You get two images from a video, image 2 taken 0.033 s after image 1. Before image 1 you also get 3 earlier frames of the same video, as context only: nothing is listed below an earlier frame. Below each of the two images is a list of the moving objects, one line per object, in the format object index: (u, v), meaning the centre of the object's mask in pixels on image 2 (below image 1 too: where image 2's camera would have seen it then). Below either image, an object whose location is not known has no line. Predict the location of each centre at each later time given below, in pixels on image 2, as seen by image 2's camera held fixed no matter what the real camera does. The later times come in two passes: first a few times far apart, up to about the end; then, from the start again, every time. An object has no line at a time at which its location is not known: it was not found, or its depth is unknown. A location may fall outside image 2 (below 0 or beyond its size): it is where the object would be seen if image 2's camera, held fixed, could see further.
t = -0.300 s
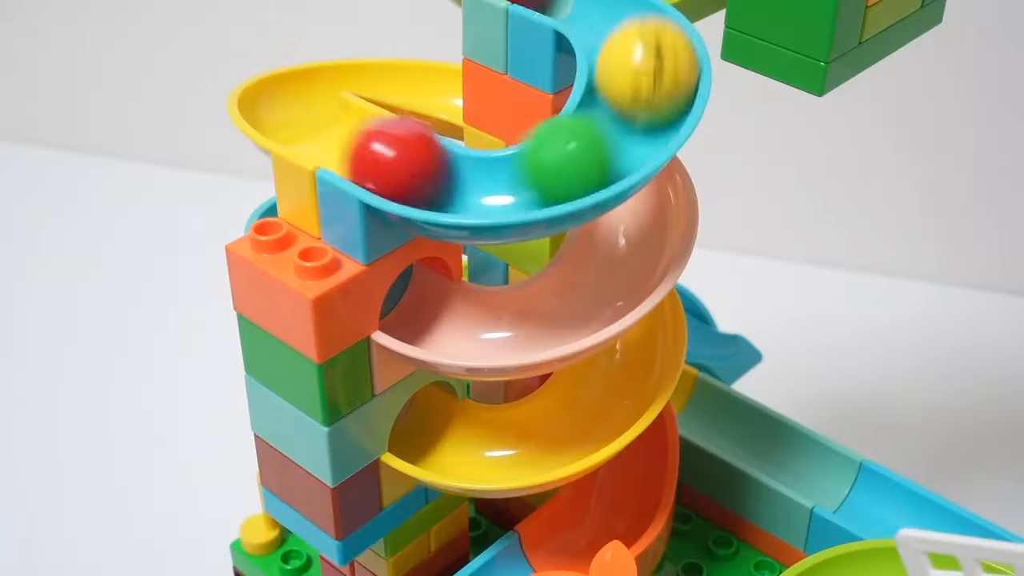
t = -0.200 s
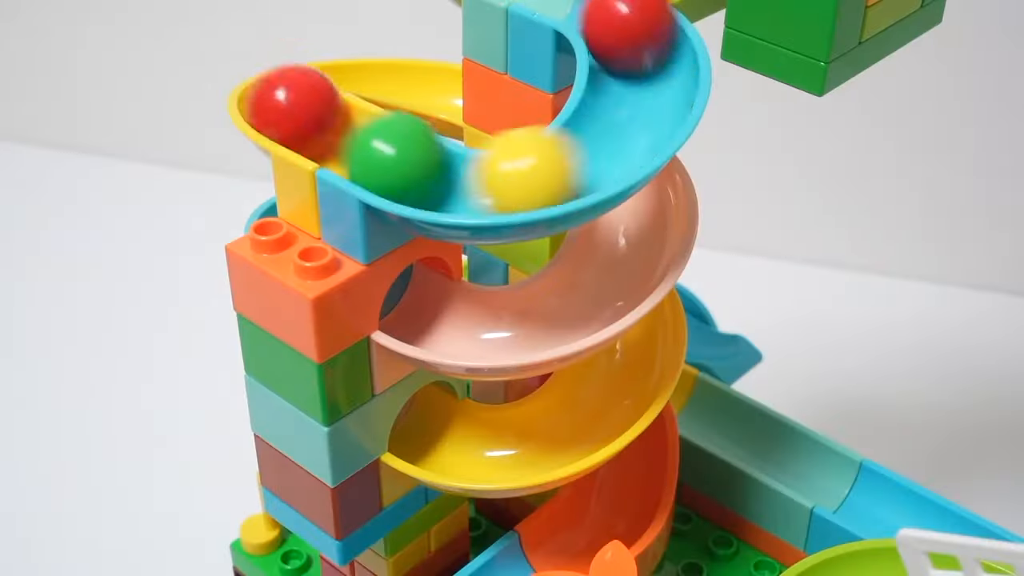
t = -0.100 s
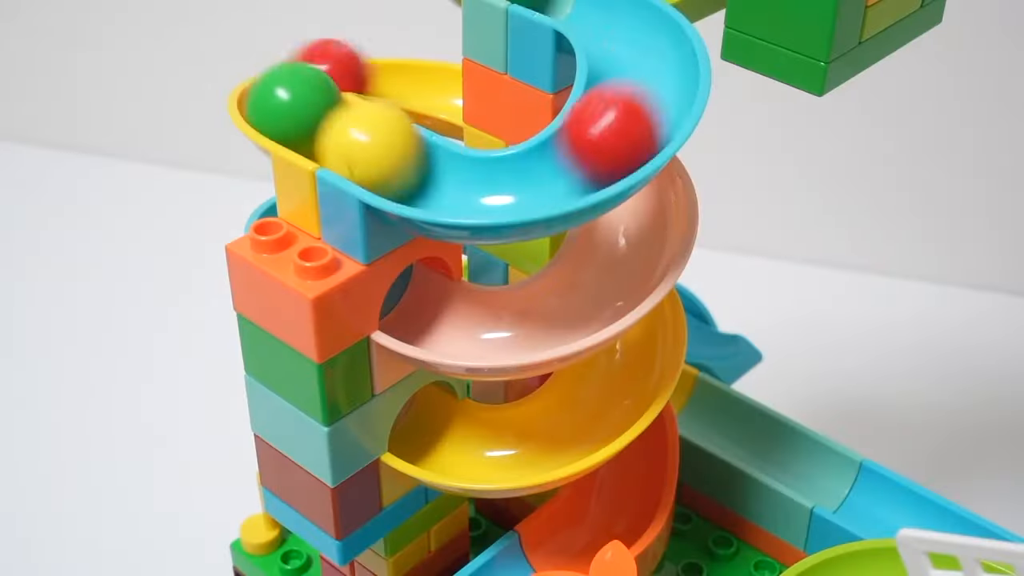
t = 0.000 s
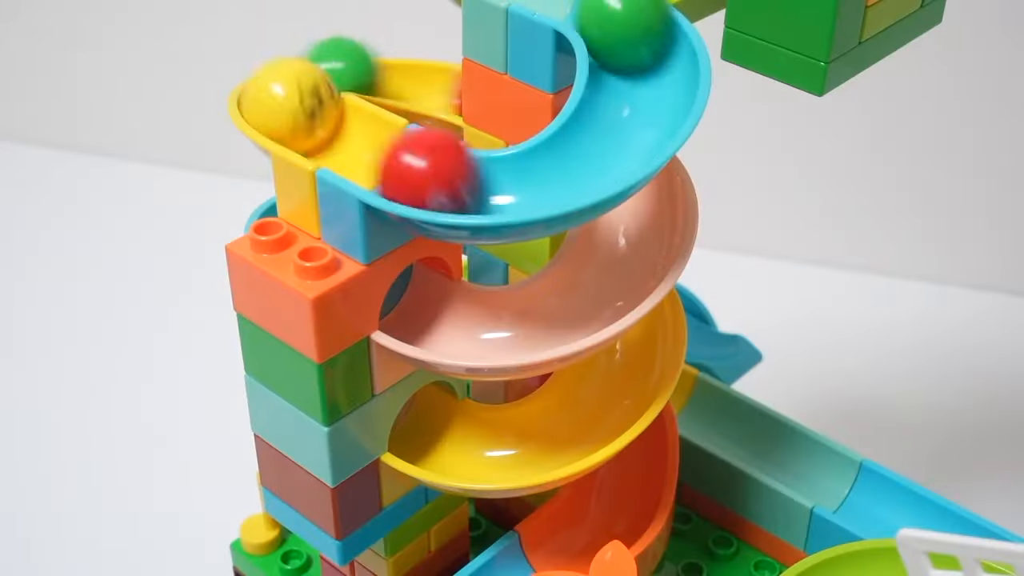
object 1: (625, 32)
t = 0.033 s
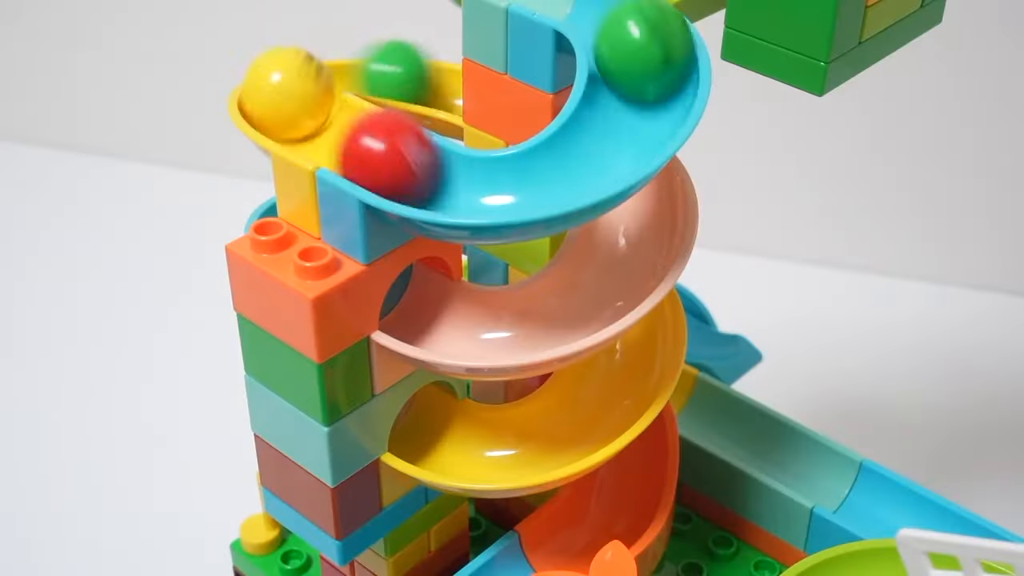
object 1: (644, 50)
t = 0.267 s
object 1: (356, 140)
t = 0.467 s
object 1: (396, 72)
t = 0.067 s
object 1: (645, 87)
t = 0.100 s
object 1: (618, 127)
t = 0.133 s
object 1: (567, 158)
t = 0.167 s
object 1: (501, 177)
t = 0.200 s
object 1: (440, 175)
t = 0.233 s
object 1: (395, 160)
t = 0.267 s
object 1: (356, 140)
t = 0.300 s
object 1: (322, 123)
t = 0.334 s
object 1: (293, 106)
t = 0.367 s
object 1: (287, 95)
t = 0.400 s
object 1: (302, 84)
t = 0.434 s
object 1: (337, 73)
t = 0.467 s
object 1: (396, 72)
